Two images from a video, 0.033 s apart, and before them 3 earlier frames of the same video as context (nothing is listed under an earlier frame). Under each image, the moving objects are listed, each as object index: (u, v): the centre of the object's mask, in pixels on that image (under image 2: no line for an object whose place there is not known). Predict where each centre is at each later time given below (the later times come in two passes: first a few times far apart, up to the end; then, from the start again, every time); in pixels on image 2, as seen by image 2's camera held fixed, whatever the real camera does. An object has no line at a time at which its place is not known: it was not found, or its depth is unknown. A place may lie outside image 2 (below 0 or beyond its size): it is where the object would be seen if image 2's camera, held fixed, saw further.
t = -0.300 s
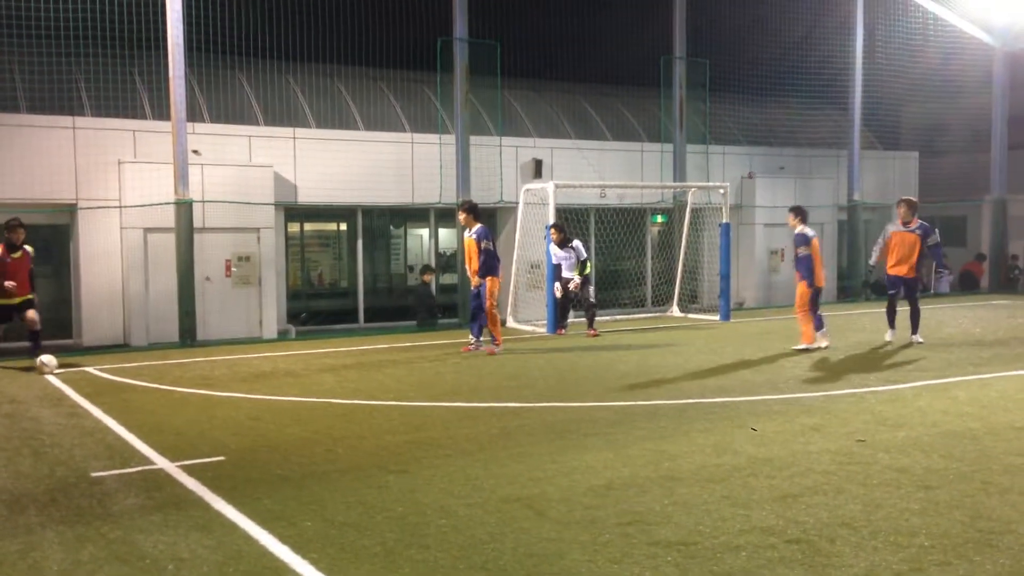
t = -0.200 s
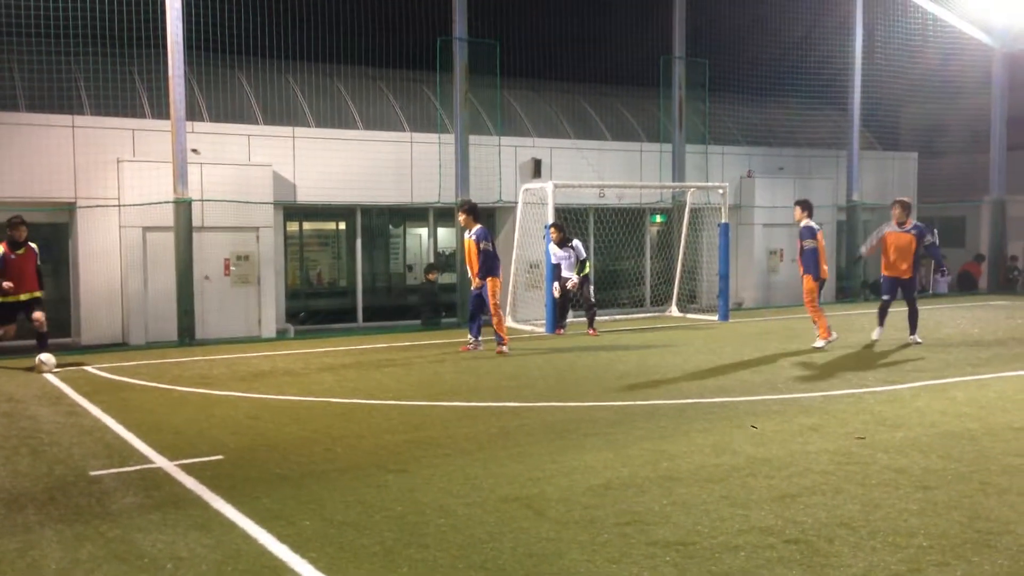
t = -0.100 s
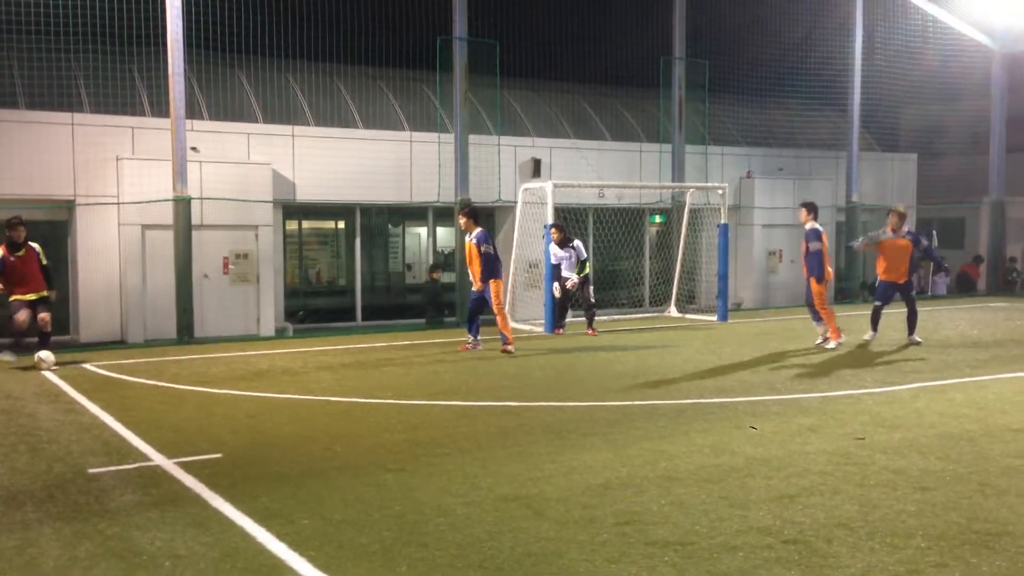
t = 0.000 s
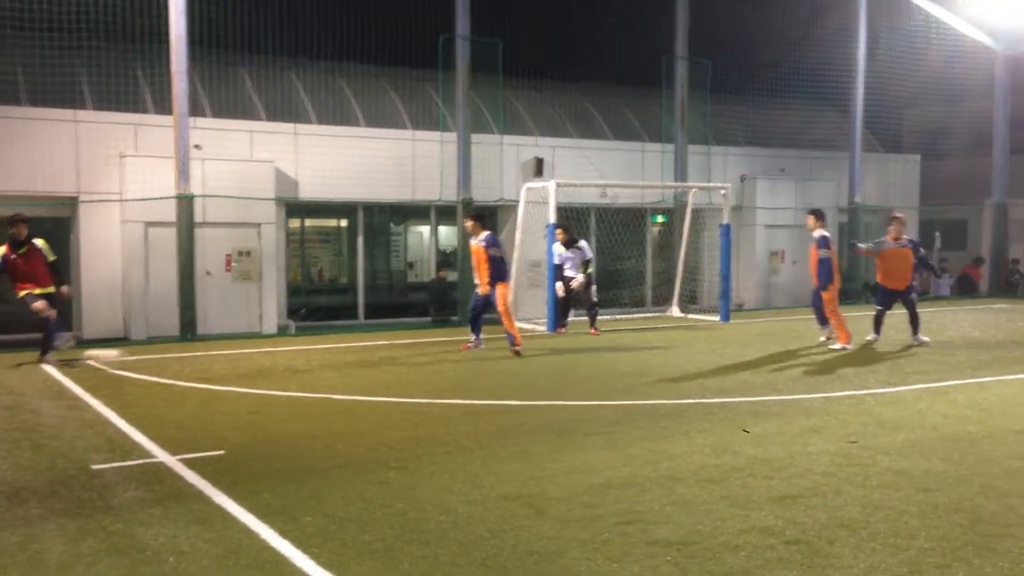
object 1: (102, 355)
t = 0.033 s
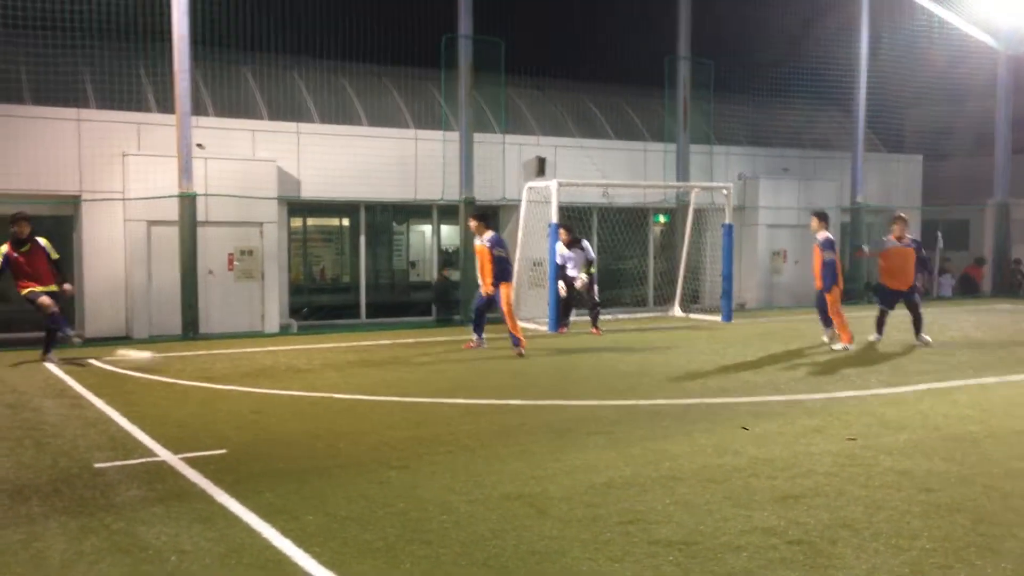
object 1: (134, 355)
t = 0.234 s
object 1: (314, 369)
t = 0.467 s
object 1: (523, 383)
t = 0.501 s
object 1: (552, 384)
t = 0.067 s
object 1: (165, 357)
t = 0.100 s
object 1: (196, 363)
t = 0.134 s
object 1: (222, 364)
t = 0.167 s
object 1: (252, 366)
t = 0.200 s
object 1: (284, 368)
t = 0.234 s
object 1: (314, 369)
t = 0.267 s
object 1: (342, 369)
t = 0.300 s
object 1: (372, 373)
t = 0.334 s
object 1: (402, 375)
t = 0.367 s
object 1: (433, 378)
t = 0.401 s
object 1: (462, 380)
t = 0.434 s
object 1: (492, 381)
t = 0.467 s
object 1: (523, 383)
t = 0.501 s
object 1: (552, 384)
